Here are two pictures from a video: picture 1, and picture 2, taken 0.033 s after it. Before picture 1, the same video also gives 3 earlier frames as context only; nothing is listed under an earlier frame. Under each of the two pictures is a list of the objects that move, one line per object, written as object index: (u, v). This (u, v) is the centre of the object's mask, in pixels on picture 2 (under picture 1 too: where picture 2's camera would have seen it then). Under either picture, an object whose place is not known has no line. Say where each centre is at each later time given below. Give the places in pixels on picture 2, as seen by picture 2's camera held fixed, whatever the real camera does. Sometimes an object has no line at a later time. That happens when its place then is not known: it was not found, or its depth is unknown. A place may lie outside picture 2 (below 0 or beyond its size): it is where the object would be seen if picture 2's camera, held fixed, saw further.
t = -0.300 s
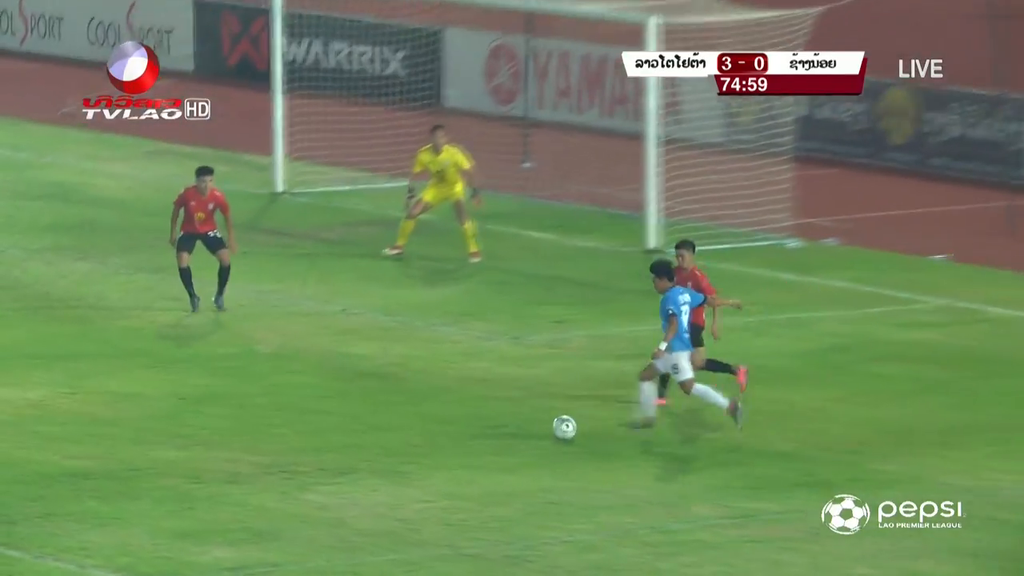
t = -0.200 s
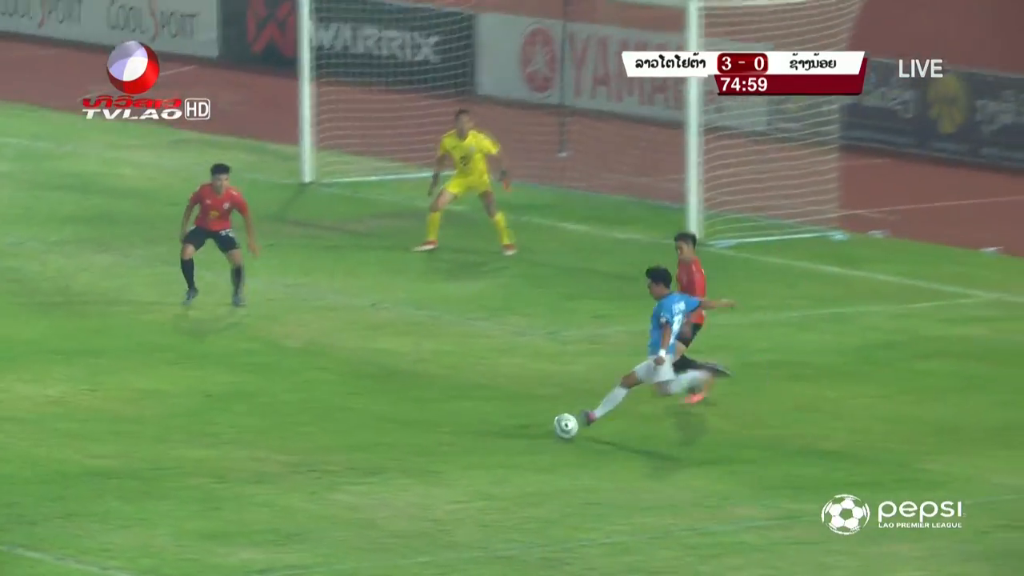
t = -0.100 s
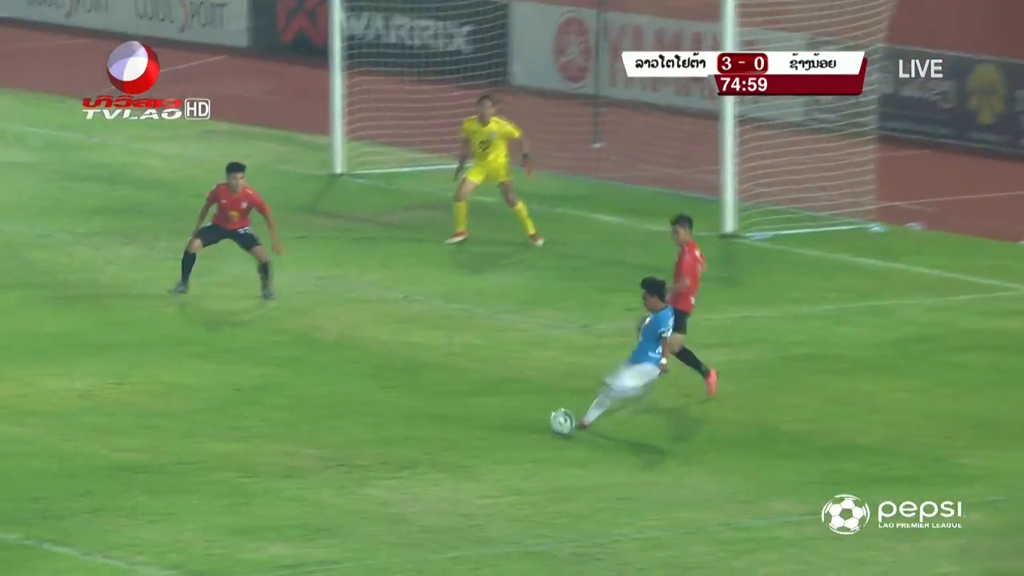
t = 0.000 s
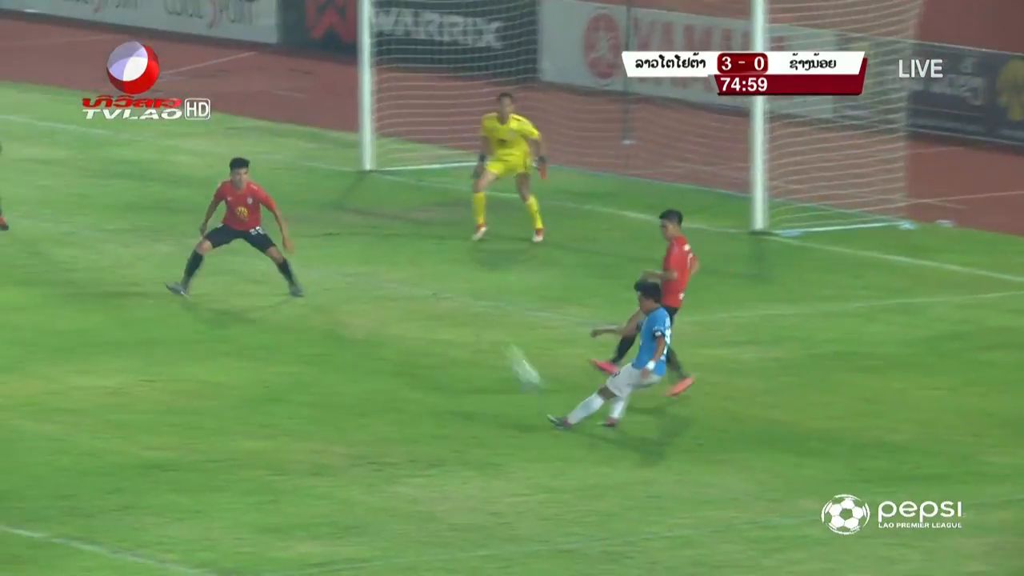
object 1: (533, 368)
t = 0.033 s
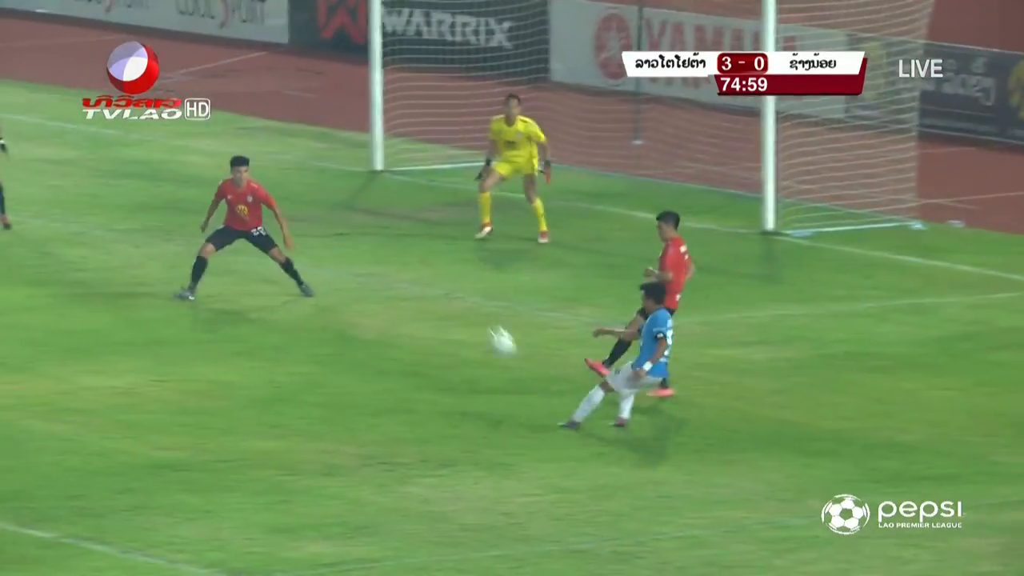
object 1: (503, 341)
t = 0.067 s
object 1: (472, 313)
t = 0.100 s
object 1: (446, 284)
